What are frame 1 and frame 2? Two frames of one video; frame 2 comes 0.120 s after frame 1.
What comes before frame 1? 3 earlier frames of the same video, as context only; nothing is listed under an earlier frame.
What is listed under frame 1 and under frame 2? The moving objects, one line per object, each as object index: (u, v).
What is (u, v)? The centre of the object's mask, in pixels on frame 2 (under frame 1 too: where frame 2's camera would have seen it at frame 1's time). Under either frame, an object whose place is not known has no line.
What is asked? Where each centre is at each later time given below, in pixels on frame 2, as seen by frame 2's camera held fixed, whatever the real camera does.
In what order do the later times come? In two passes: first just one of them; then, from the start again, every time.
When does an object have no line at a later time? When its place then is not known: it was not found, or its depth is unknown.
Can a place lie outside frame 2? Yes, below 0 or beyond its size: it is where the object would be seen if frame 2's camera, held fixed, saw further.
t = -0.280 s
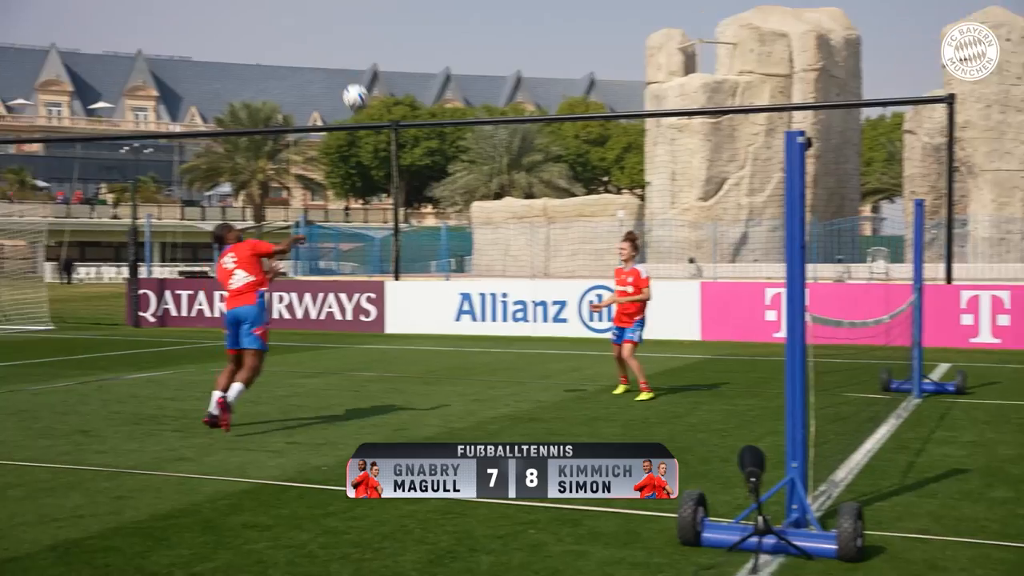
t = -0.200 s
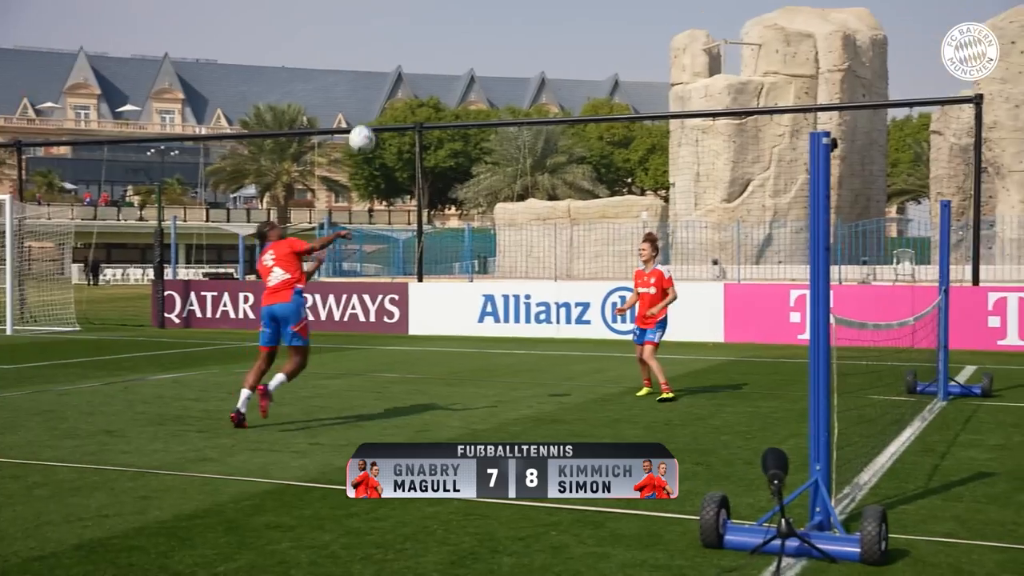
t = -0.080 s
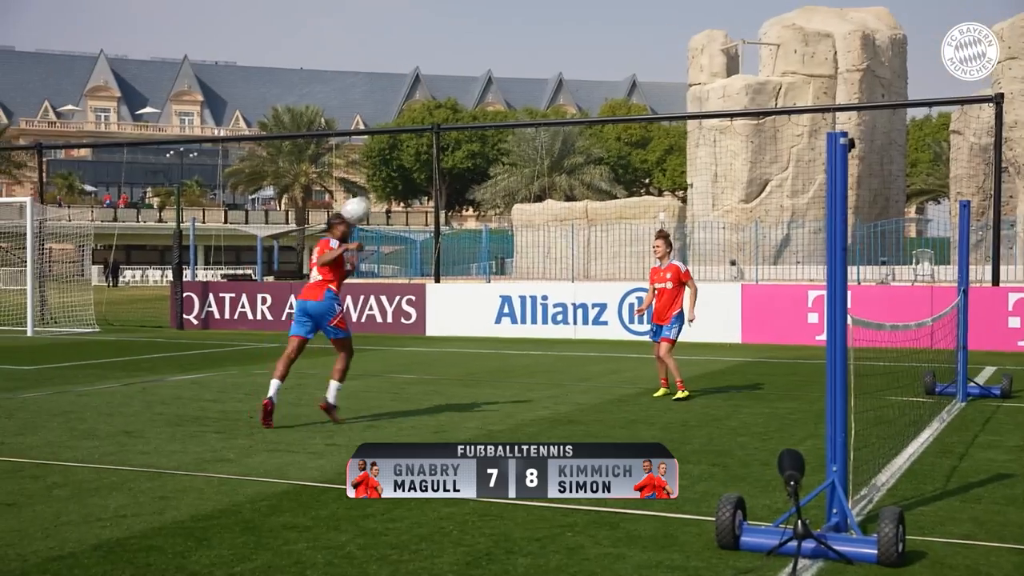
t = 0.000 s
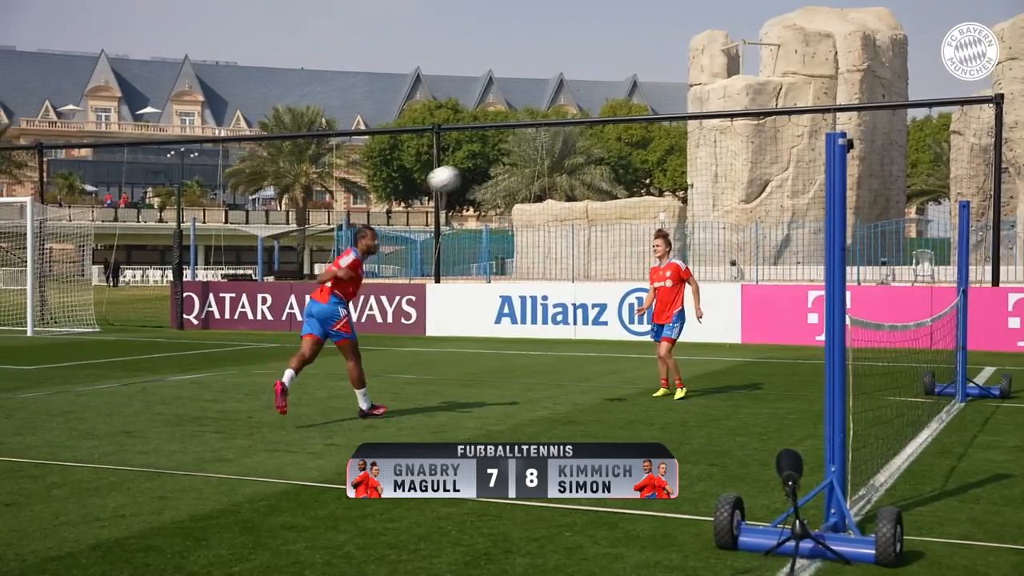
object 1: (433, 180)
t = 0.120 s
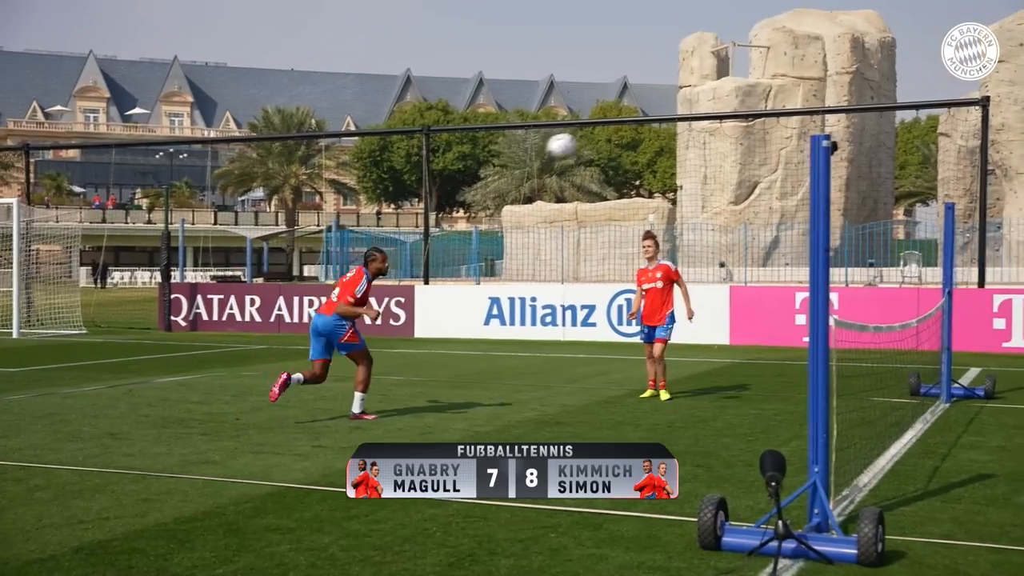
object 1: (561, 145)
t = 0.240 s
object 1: (686, 128)
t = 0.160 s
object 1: (603, 137)
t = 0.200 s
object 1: (645, 132)
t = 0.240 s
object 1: (686, 128)
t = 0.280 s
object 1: (729, 126)
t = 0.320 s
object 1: (767, 126)
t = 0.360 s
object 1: (807, 125)
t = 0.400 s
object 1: (848, 131)
